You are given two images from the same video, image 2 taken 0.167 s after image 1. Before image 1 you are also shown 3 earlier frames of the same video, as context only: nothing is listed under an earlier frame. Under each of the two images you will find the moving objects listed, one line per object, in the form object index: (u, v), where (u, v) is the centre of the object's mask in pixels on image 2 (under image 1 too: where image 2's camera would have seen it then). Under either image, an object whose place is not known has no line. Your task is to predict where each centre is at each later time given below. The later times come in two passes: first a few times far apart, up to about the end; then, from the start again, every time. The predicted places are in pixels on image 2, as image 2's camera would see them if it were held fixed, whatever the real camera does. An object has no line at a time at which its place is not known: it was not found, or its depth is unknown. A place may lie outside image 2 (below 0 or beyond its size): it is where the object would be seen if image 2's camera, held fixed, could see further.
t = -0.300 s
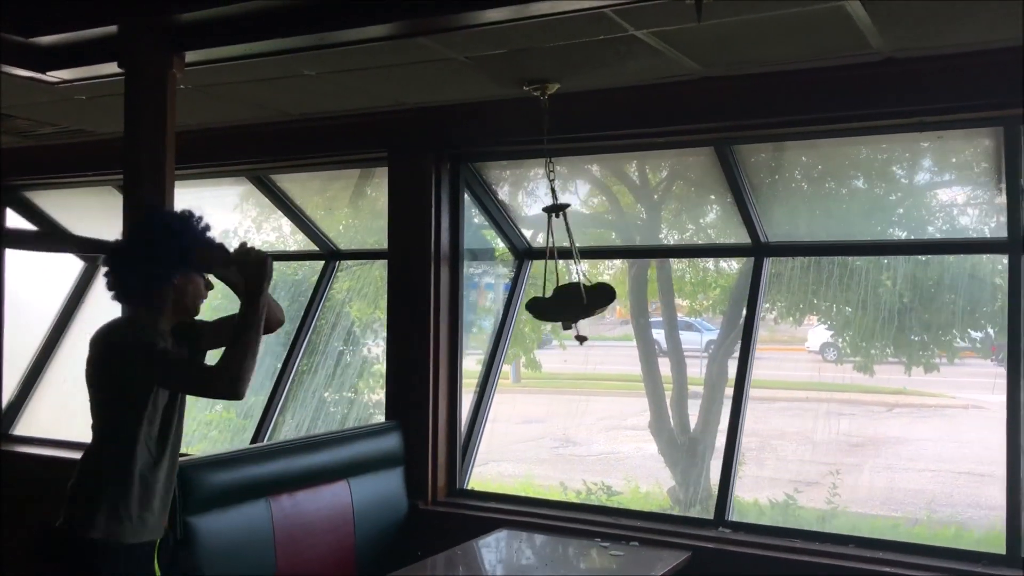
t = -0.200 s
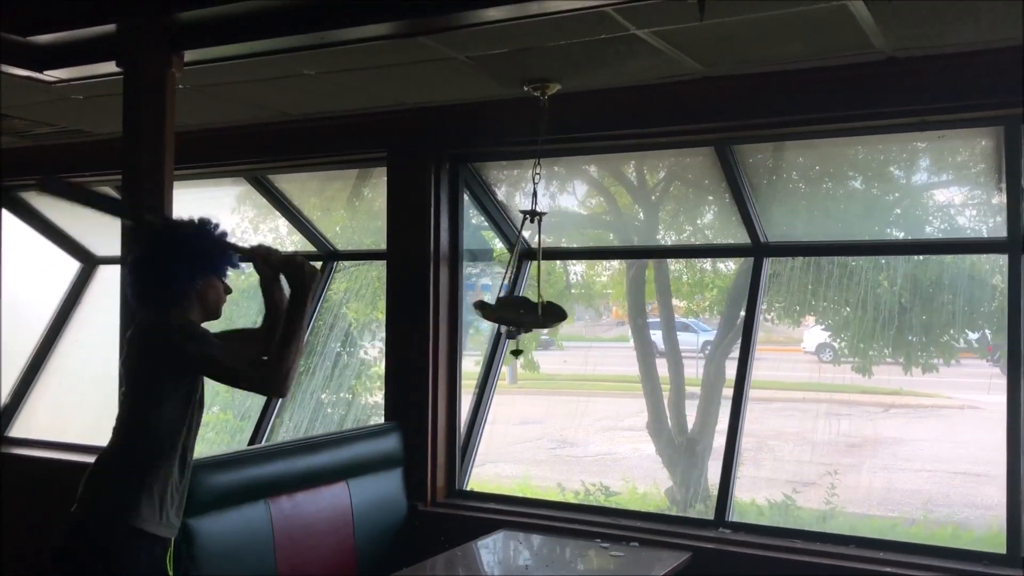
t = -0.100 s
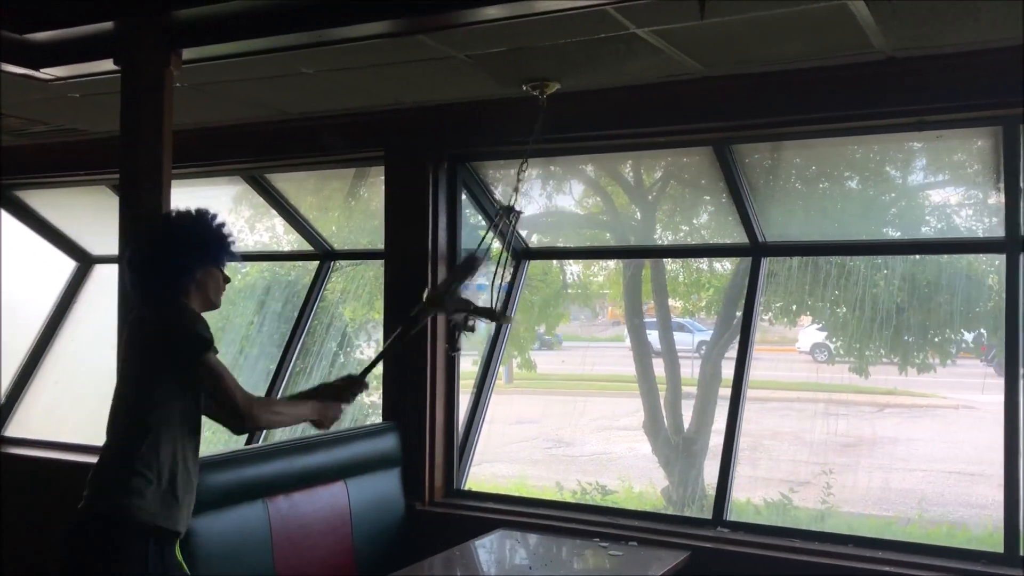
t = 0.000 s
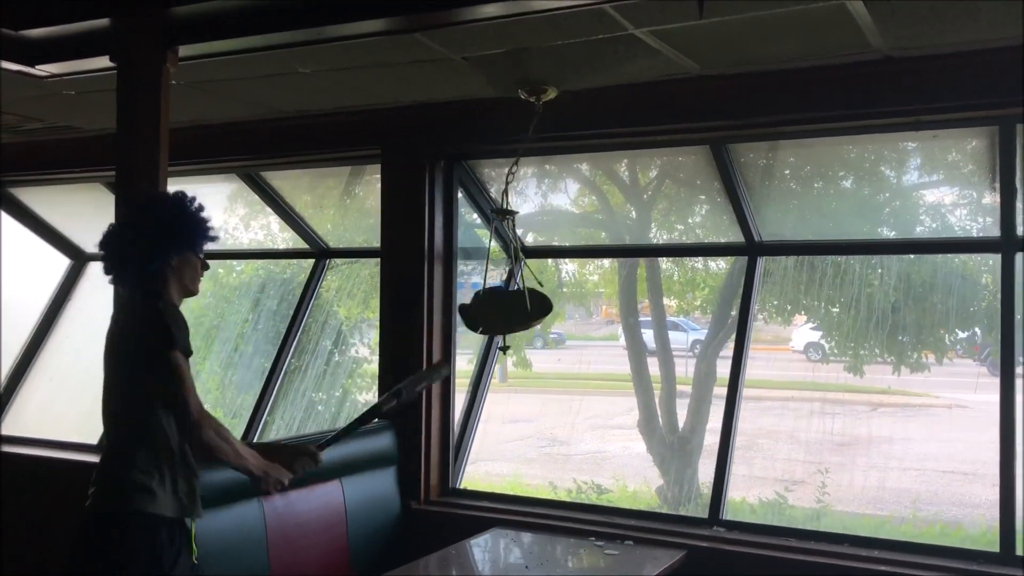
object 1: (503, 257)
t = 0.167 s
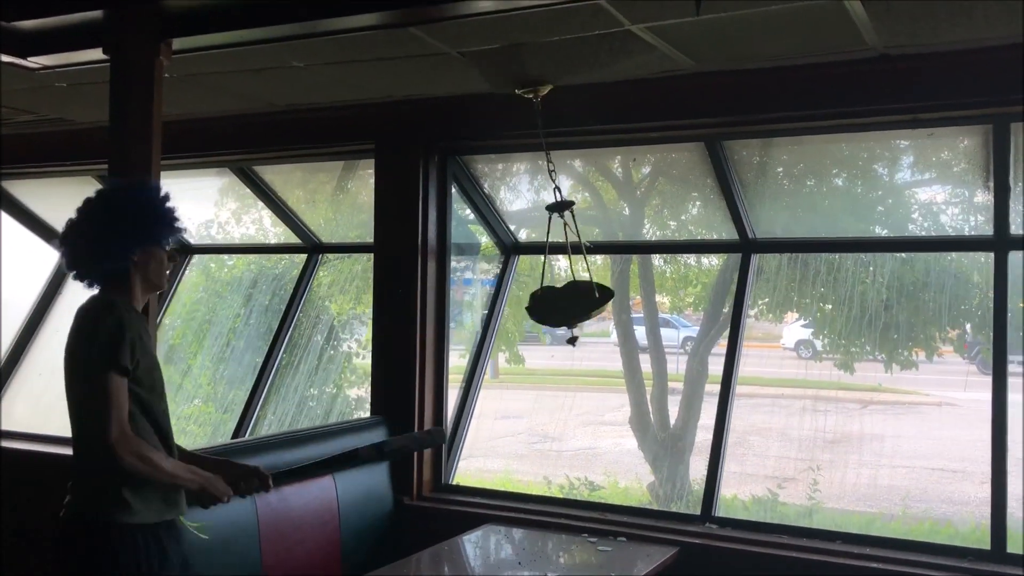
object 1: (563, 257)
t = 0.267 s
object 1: (586, 243)
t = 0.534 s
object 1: (625, 239)
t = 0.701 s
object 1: (603, 250)
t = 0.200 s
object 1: (571, 251)
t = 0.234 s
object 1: (579, 246)
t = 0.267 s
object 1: (586, 243)
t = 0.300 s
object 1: (594, 245)
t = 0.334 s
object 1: (600, 243)
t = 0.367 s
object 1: (608, 241)
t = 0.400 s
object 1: (616, 239)
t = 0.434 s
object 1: (629, 251)
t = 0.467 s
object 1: (632, 251)
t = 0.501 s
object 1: (625, 239)
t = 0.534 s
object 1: (625, 239)
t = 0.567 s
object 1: (616, 244)
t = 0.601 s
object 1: (621, 244)
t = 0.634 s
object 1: (617, 247)
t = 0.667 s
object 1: (611, 249)
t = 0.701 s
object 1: (603, 250)
